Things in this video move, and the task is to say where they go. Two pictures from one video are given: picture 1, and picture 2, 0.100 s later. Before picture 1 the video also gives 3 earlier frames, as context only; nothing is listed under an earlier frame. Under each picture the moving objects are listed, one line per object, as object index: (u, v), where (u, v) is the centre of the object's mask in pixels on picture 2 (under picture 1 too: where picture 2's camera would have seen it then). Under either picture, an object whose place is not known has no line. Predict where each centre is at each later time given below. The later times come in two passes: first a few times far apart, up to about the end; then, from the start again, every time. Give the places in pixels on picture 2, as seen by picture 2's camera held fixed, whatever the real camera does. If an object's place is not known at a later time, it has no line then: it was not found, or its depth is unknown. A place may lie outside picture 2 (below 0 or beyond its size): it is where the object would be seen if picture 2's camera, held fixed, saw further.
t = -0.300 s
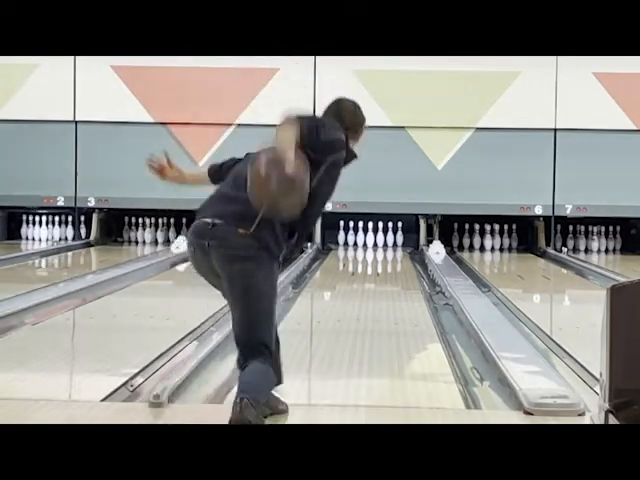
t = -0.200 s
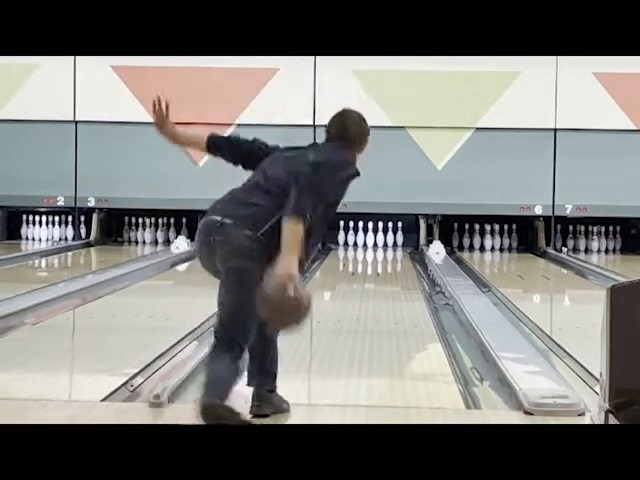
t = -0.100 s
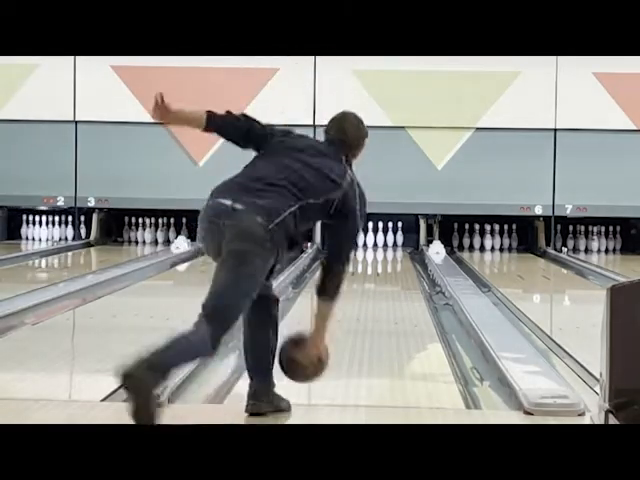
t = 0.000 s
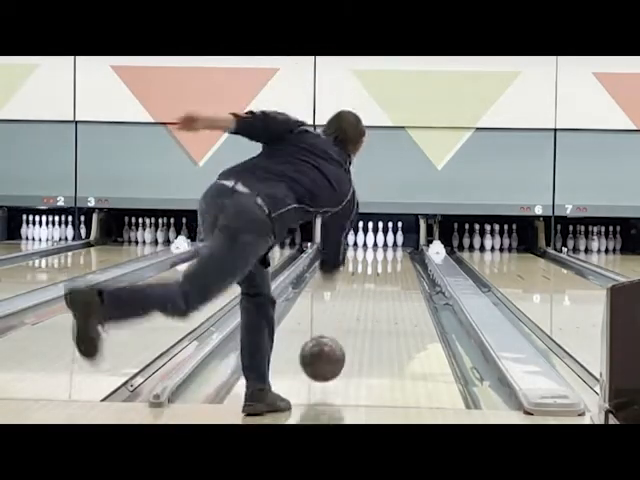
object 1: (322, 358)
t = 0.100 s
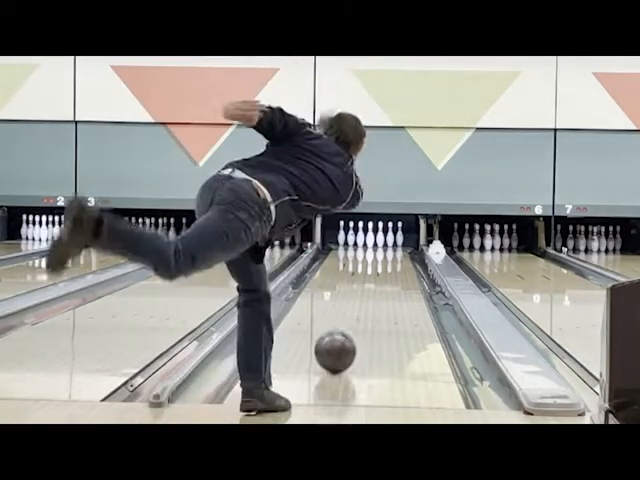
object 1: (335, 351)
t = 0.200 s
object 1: (346, 338)
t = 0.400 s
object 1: (363, 317)
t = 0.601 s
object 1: (374, 302)
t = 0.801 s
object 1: (383, 290)
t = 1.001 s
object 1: (389, 279)
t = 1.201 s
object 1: (394, 270)
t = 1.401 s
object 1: (396, 264)
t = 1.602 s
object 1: (397, 258)
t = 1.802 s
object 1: (395, 253)
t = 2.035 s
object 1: (391, 248)
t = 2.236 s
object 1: (385, 244)
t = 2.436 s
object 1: (379, 242)
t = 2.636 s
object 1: (376, 240)
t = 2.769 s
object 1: (380, 238)
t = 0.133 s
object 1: (339, 346)
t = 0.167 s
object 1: (343, 342)
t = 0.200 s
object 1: (346, 338)
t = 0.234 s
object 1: (349, 334)
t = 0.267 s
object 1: (352, 330)
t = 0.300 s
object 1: (355, 327)
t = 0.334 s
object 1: (358, 324)
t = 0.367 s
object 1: (360, 320)
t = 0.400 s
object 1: (363, 317)
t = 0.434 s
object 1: (365, 314)
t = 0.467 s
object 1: (368, 312)
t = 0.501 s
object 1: (369, 309)
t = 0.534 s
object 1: (371, 307)
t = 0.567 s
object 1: (373, 304)
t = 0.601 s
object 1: (374, 302)
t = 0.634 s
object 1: (376, 299)
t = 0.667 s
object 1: (377, 298)
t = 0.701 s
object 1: (379, 295)
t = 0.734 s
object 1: (380, 294)
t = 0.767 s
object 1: (382, 292)
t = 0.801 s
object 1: (383, 290)
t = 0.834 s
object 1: (384, 287)
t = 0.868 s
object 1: (385, 286)
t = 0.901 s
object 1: (386, 284)
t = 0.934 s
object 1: (387, 283)
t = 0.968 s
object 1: (389, 280)
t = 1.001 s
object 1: (389, 279)
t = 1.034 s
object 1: (390, 278)
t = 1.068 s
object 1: (391, 276)
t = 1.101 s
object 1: (392, 275)
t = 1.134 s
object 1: (392, 274)
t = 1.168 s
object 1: (393, 273)
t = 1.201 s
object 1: (394, 270)
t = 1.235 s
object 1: (394, 269)
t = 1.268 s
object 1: (395, 268)
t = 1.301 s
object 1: (395, 267)
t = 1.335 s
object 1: (396, 265)
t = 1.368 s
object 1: (395, 265)
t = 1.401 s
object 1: (396, 264)
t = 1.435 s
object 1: (396, 263)
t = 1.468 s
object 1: (397, 262)
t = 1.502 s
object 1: (397, 261)
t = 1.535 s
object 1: (396, 260)
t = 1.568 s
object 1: (396, 259)
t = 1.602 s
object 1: (397, 258)
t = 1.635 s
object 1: (397, 257)
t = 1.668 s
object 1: (397, 256)
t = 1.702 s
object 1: (396, 256)
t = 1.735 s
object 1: (396, 255)
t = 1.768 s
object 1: (395, 253)
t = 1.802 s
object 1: (395, 253)
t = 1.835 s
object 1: (395, 252)
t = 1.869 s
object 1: (394, 251)
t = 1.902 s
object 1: (394, 251)
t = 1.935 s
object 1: (393, 250)
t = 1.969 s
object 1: (392, 249)
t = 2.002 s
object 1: (392, 249)
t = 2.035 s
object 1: (391, 248)
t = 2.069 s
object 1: (390, 247)
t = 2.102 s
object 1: (390, 247)
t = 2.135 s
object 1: (389, 246)
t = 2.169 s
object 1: (388, 246)
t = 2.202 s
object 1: (386, 245)
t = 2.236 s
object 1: (385, 244)
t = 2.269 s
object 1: (383, 244)
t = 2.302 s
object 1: (383, 243)
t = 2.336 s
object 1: (381, 243)
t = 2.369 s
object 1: (380, 241)
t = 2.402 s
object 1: (379, 241)
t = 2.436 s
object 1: (379, 242)
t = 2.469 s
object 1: (376, 241)
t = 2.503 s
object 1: (377, 241)
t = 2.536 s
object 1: (377, 241)
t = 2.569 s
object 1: (377, 240)
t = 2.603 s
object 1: (377, 239)
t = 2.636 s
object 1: (376, 240)
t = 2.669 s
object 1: (379, 239)
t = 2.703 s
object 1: (380, 237)
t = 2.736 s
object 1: (380, 239)
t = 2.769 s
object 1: (380, 238)
